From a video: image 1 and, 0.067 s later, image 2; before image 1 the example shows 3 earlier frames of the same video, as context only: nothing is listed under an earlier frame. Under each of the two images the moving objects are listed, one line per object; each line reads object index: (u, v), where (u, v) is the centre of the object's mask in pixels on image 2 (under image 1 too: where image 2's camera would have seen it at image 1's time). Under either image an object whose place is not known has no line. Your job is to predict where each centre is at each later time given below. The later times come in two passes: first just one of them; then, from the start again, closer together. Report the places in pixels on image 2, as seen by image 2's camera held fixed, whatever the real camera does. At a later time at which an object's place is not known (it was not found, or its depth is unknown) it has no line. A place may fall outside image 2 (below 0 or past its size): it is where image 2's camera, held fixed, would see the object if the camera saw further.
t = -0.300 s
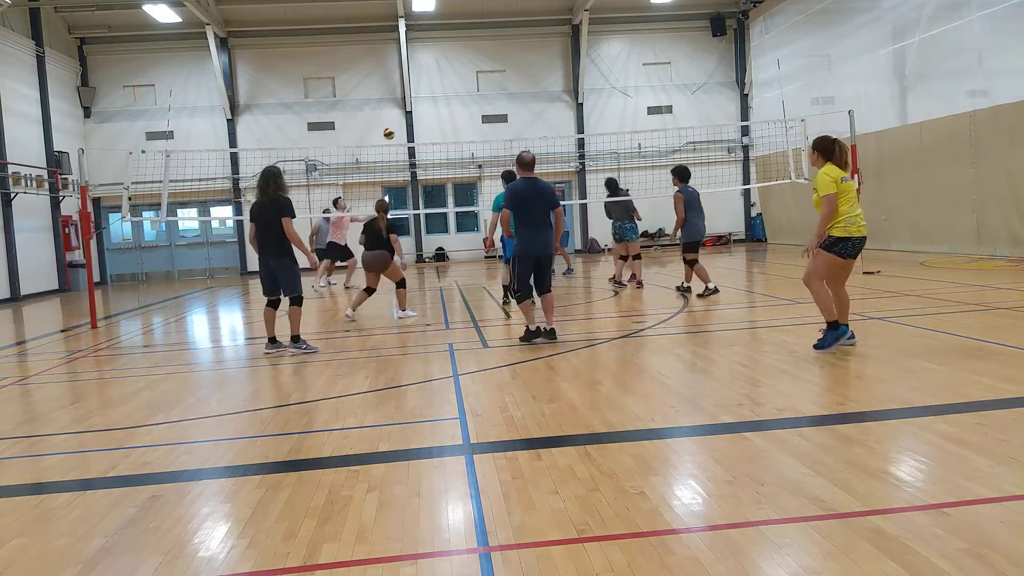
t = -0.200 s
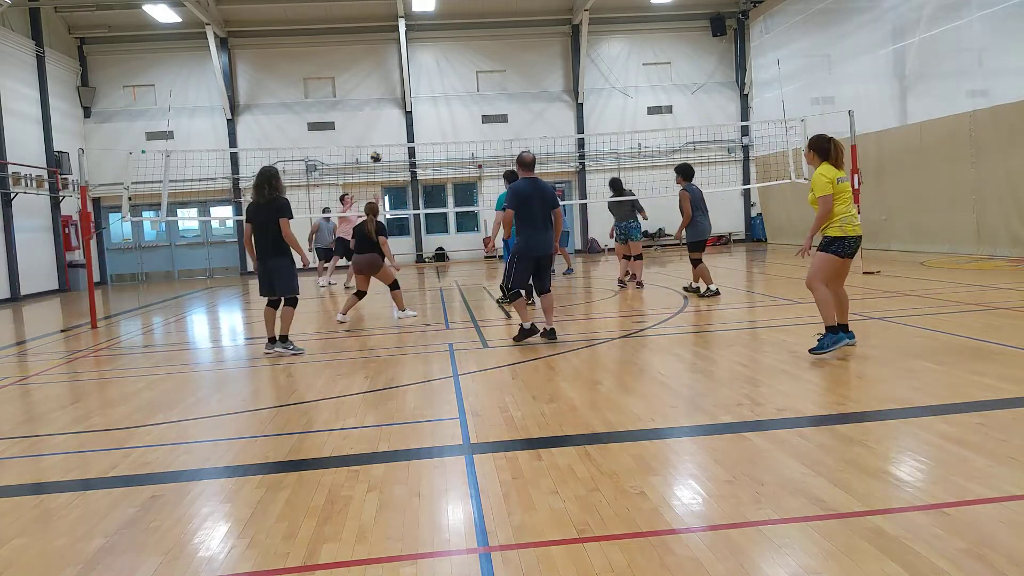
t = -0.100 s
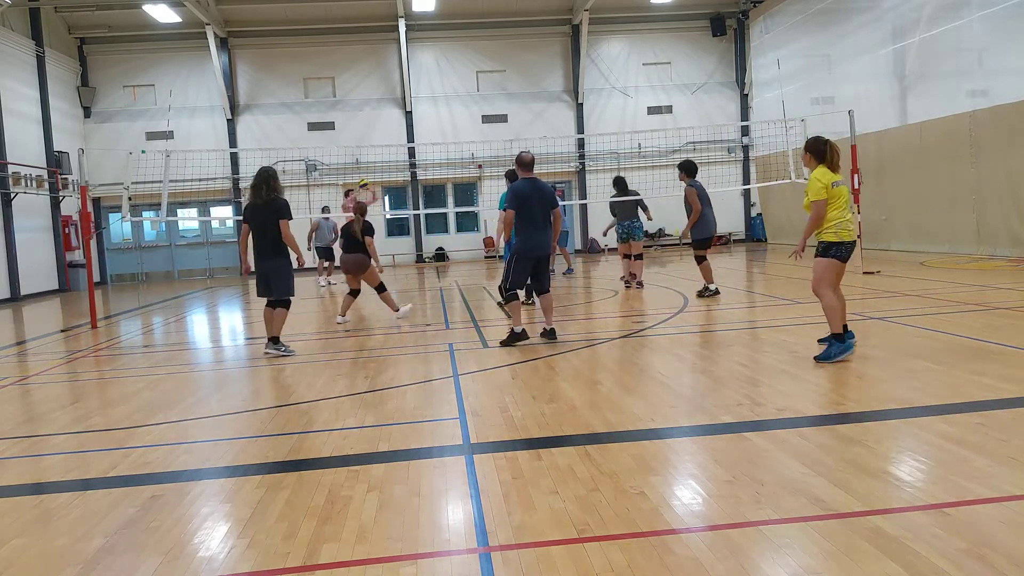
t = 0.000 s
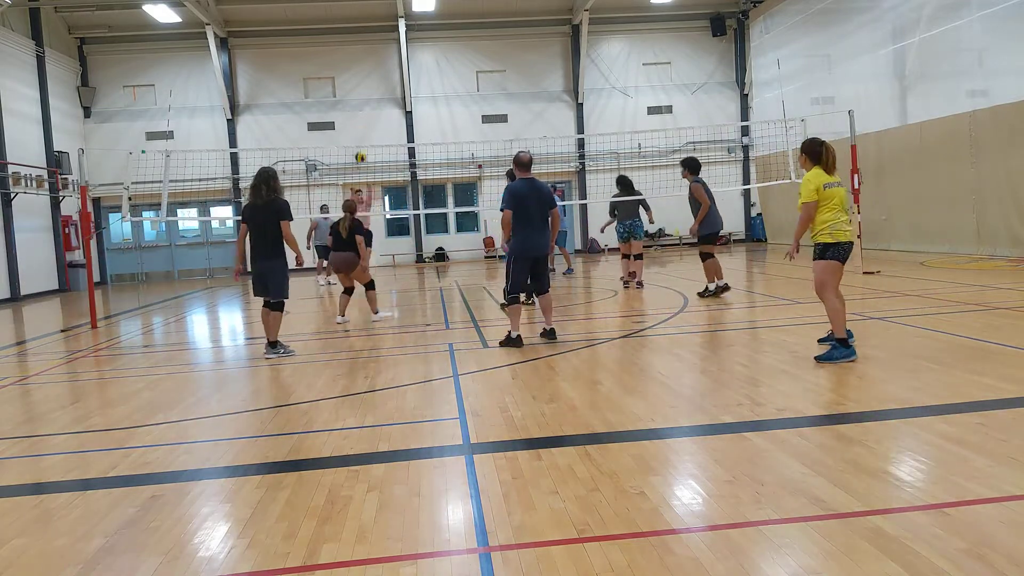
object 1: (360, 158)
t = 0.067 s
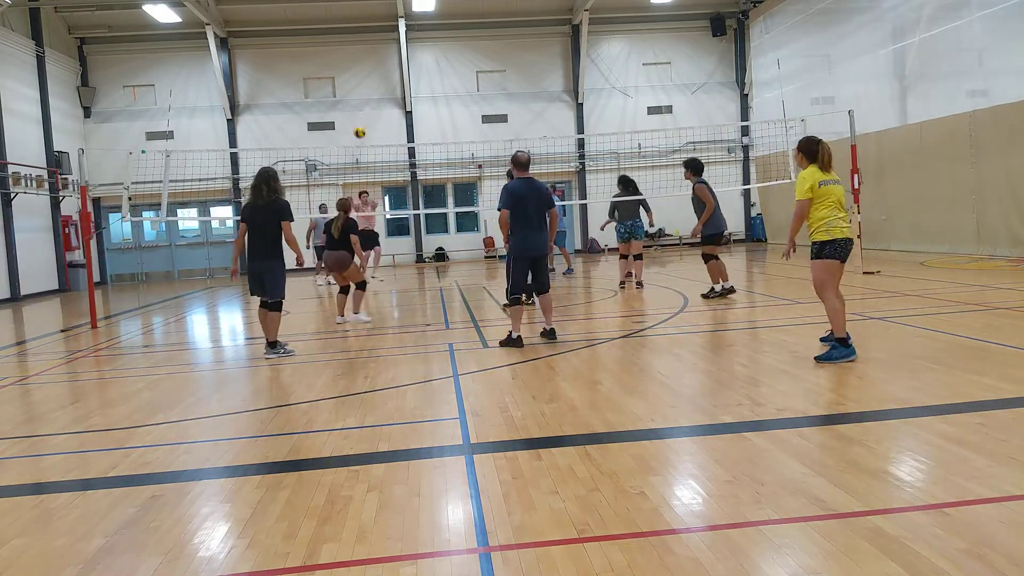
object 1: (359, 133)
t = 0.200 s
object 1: (358, 88)
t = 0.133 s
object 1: (359, 109)
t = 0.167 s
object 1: (359, 99)
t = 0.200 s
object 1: (358, 88)
